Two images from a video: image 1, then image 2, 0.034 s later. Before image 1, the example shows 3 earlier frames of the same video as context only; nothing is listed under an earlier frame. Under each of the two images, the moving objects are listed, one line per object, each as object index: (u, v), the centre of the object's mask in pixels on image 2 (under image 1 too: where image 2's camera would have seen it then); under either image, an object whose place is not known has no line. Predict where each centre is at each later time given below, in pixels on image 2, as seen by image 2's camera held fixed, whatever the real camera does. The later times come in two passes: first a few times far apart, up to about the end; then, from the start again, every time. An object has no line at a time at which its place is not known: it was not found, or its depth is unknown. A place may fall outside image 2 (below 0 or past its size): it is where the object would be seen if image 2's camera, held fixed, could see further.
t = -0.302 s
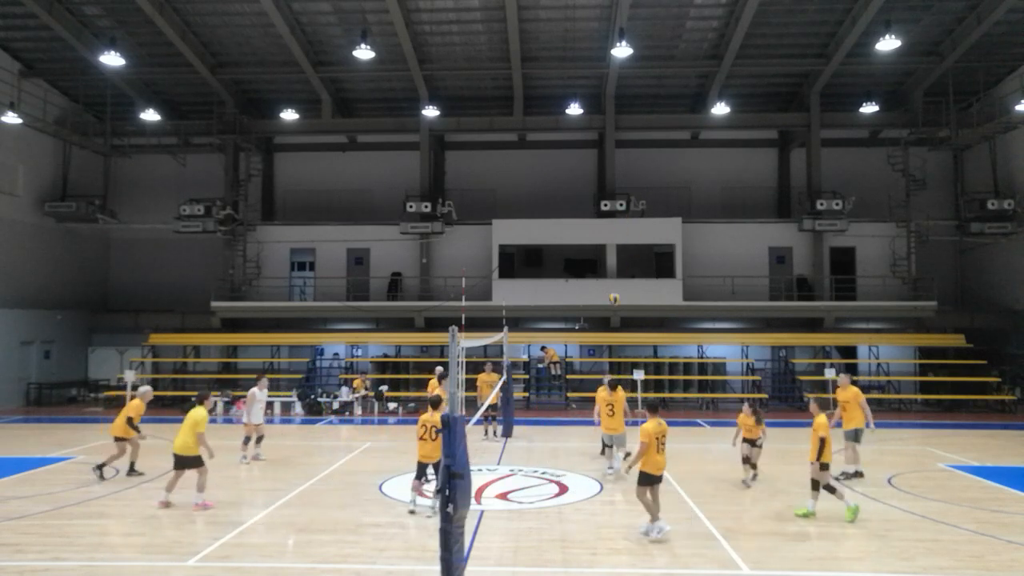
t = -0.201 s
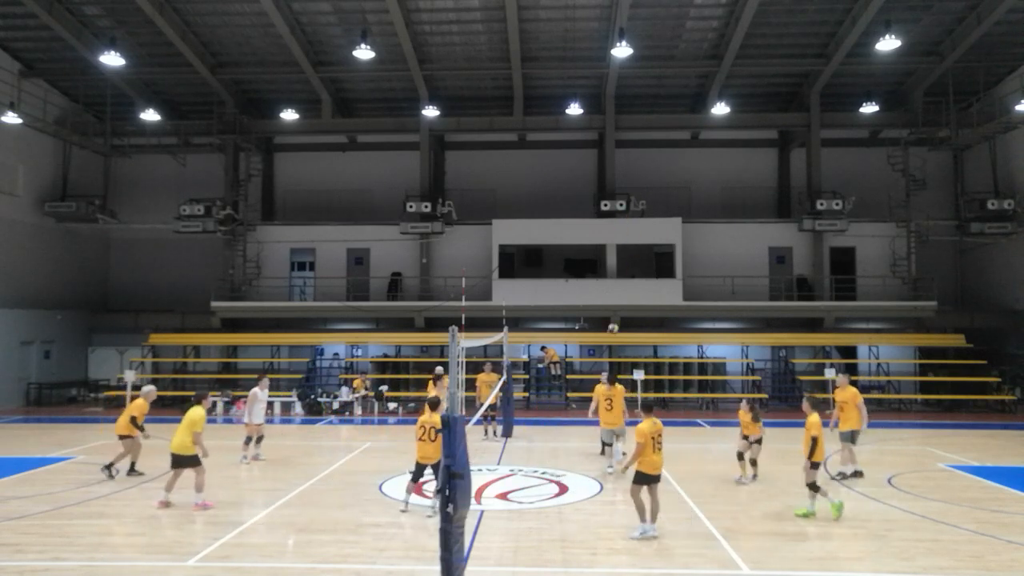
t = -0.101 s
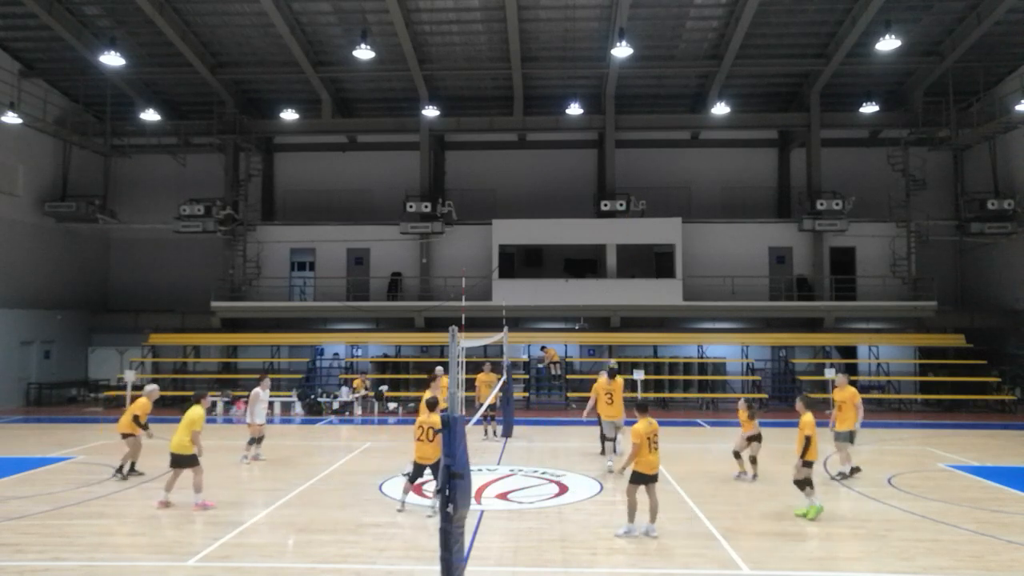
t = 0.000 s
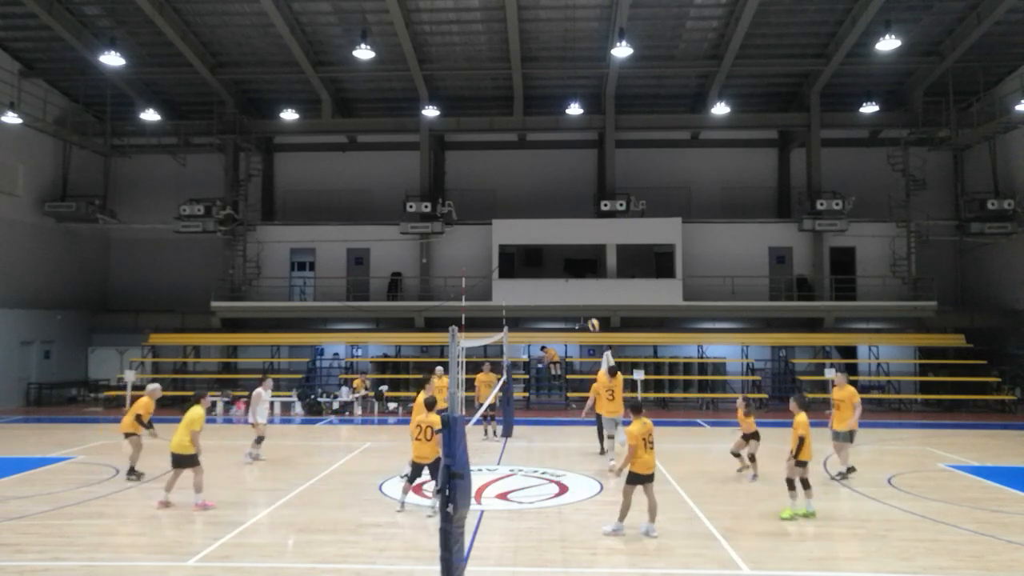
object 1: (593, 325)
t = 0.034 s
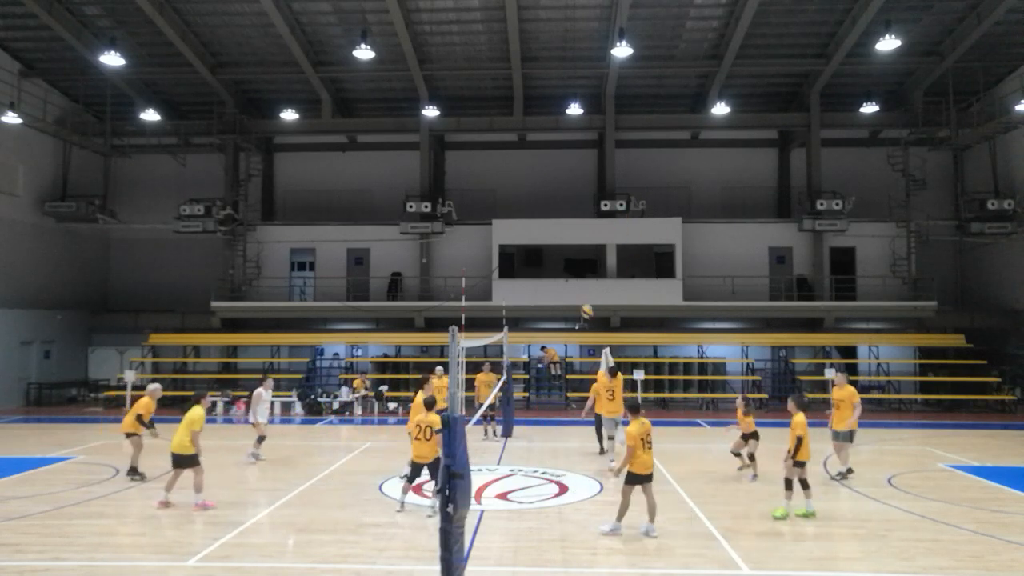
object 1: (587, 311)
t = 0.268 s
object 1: (541, 234)
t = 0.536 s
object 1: (490, 184)
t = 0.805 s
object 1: (437, 175)
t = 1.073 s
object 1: (382, 208)
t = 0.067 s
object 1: (580, 297)
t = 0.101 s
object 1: (573, 284)
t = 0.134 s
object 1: (567, 274)
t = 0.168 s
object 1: (560, 263)
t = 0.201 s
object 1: (554, 253)
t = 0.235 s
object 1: (548, 244)
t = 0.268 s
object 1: (541, 234)
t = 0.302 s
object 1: (536, 225)
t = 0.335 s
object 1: (529, 217)
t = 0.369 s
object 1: (522, 211)
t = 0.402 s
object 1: (515, 204)
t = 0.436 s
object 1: (509, 198)
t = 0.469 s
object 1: (502, 193)
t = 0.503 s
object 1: (497, 188)
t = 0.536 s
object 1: (490, 184)
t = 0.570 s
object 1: (483, 180)
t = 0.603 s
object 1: (476, 177)
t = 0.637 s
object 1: (470, 175)
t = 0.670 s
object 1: (463, 174)
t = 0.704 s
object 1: (456, 173)
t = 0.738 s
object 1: (450, 173)
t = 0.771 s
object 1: (443, 173)
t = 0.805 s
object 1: (437, 175)
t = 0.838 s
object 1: (430, 176)
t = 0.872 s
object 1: (423, 178)
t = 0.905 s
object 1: (416, 181)
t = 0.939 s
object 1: (410, 186)
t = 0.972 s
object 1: (403, 189)
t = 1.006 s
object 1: (396, 194)
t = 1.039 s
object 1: (389, 201)
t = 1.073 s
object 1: (382, 208)
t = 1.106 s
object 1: (376, 215)
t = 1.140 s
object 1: (370, 222)
